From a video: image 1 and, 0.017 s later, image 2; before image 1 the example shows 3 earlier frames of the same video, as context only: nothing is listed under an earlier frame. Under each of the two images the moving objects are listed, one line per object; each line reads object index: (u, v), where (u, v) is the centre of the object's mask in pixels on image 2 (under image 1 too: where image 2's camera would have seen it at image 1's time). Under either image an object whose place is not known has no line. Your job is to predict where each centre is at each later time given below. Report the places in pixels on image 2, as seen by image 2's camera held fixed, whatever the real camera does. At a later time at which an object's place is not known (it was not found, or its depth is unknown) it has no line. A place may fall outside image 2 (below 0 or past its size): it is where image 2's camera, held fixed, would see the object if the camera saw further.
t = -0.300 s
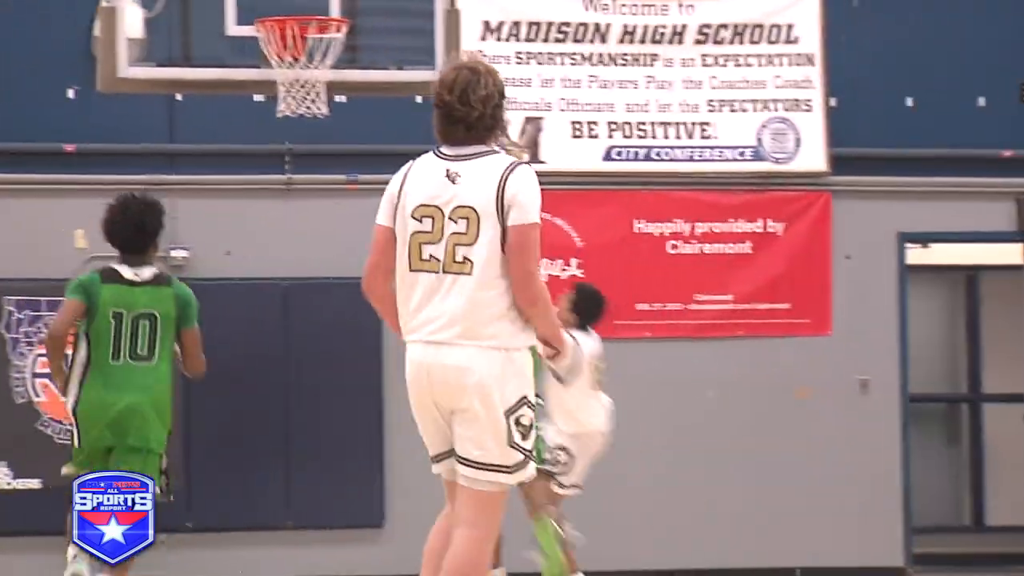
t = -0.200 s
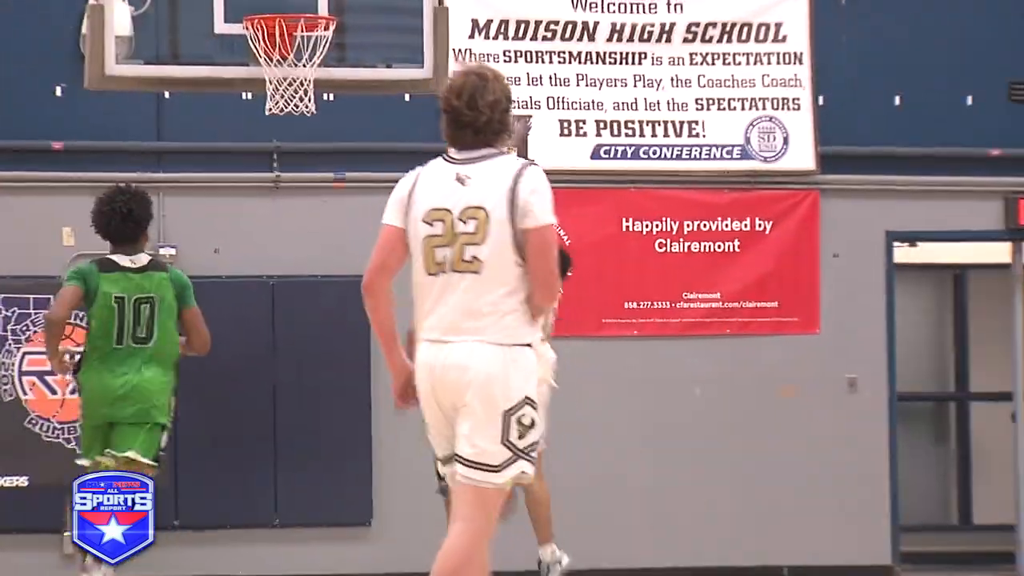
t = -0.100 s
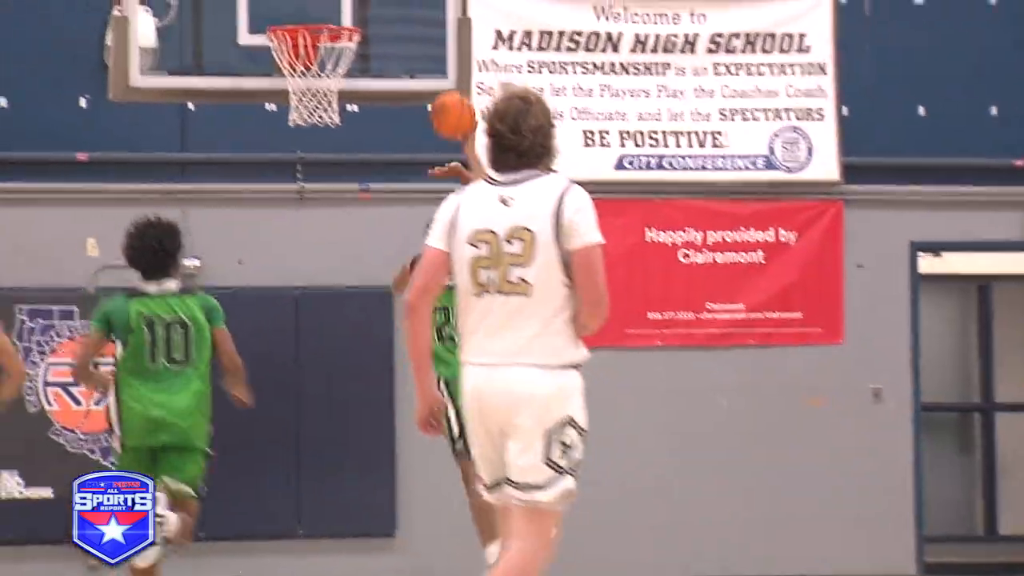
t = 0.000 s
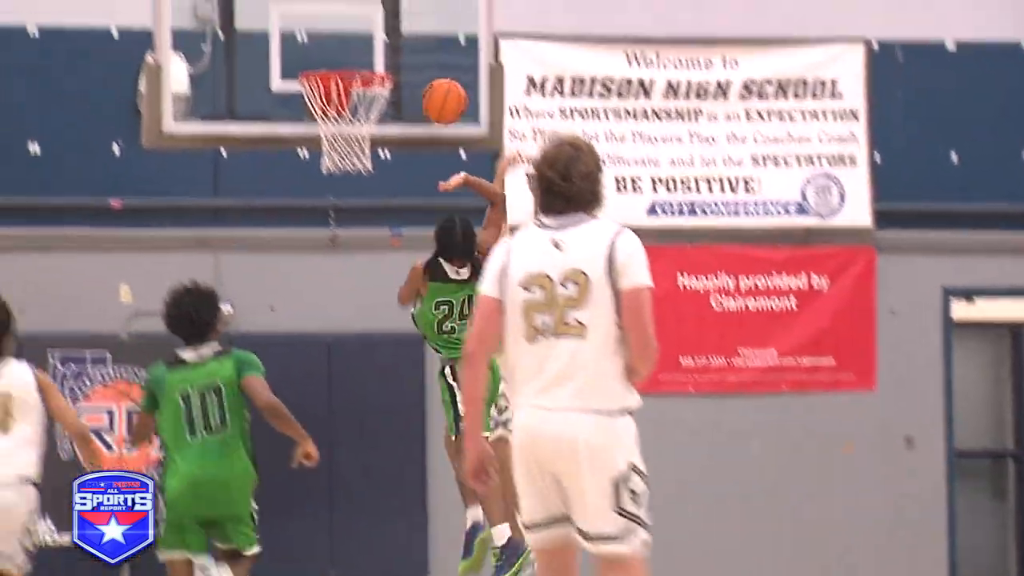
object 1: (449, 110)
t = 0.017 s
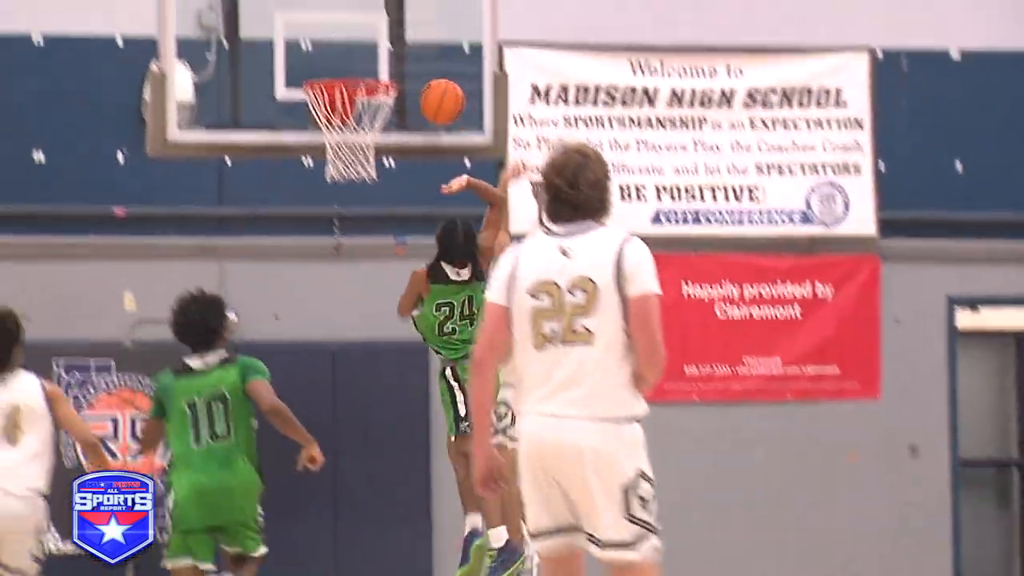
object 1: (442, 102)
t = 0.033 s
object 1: (435, 94)
